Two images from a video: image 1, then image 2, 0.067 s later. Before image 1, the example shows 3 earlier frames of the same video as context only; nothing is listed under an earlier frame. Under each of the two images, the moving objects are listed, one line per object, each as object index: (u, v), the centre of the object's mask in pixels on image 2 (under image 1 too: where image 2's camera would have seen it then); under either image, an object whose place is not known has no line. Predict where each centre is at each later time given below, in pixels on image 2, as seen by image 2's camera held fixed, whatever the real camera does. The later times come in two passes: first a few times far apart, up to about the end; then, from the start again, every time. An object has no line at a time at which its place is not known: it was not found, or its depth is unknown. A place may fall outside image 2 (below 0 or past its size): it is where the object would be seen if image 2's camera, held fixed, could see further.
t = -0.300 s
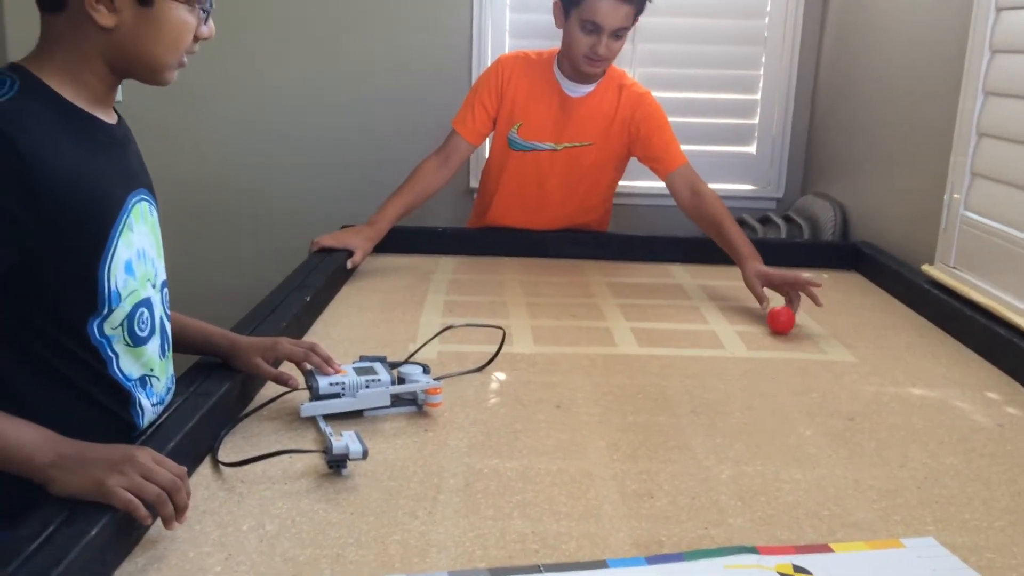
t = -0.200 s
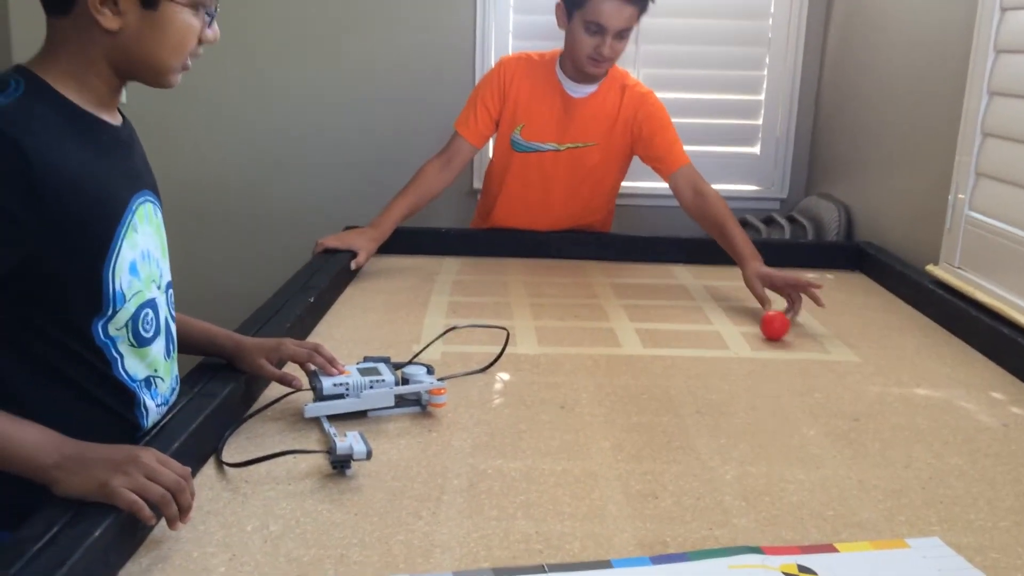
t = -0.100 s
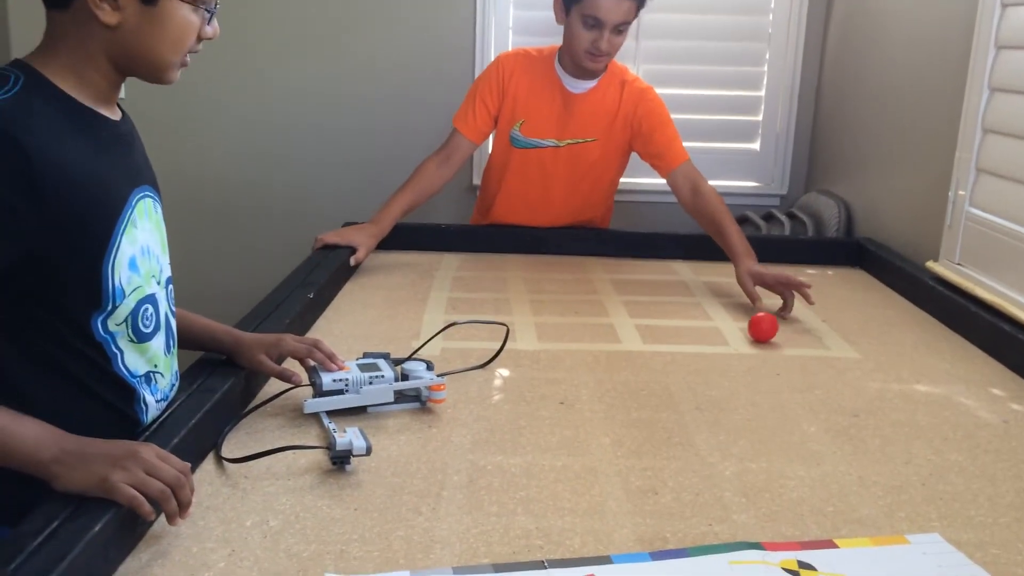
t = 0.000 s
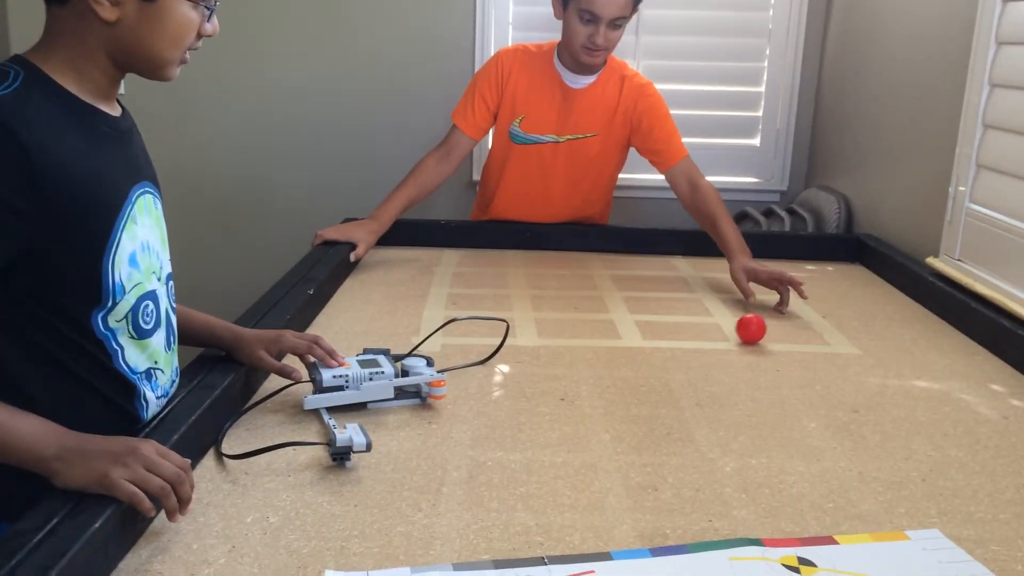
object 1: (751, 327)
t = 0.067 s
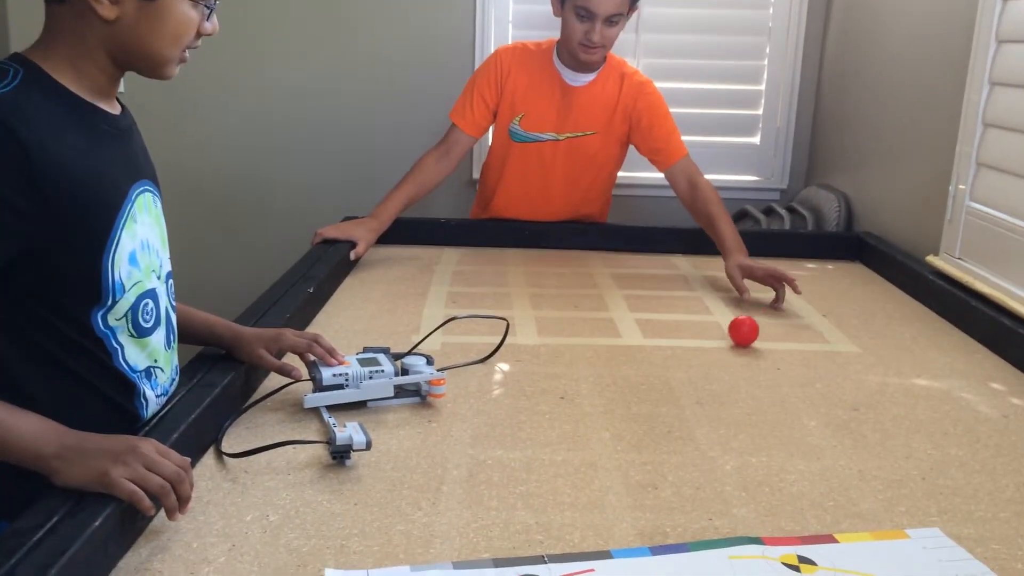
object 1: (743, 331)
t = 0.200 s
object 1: (729, 339)
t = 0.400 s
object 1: (705, 352)
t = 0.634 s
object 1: (677, 369)
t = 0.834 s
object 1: (651, 384)
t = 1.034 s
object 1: (624, 401)
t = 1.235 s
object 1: (594, 418)
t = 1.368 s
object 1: (575, 431)
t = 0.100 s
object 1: (740, 333)
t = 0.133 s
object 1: (736, 335)
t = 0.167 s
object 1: (733, 337)
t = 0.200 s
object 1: (729, 339)
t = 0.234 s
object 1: (725, 341)
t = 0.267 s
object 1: (721, 343)
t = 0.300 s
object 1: (717, 345)
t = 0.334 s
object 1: (713, 347)
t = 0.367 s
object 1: (709, 350)
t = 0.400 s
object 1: (705, 352)
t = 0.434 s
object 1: (701, 354)
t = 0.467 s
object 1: (697, 357)
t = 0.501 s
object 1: (694, 359)
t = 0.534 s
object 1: (690, 361)
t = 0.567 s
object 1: (686, 364)
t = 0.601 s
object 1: (681, 367)
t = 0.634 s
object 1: (677, 369)
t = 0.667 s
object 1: (673, 371)
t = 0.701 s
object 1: (668, 374)
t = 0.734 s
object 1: (663, 377)
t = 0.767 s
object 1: (659, 379)
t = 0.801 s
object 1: (655, 382)
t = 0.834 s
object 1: (651, 384)
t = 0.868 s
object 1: (647, 387)
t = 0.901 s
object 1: (642, 390)
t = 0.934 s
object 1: (638, 393)
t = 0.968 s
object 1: (633, 395)
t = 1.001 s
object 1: (628, 398)
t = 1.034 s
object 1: (624, 401)
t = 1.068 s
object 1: (619, 403)
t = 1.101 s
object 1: (614, 406)
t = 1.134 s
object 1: (609, 409)
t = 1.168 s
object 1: (604, 412)
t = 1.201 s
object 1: (599, 415)
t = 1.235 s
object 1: (594, 418)
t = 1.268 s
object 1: (589, 421)
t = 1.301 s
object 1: (585, 424)
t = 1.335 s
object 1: (580, 428)
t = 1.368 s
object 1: (575, 431)
